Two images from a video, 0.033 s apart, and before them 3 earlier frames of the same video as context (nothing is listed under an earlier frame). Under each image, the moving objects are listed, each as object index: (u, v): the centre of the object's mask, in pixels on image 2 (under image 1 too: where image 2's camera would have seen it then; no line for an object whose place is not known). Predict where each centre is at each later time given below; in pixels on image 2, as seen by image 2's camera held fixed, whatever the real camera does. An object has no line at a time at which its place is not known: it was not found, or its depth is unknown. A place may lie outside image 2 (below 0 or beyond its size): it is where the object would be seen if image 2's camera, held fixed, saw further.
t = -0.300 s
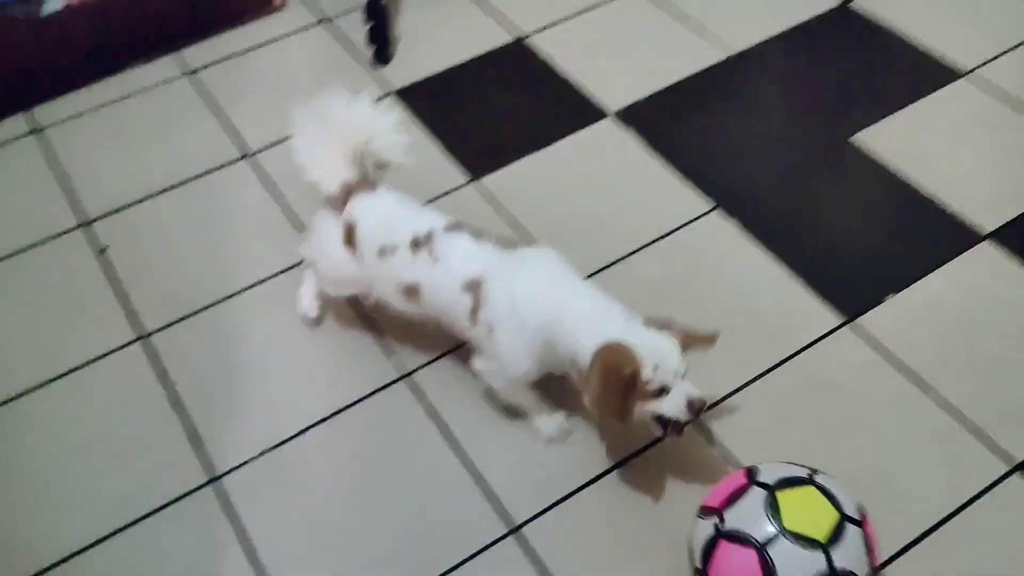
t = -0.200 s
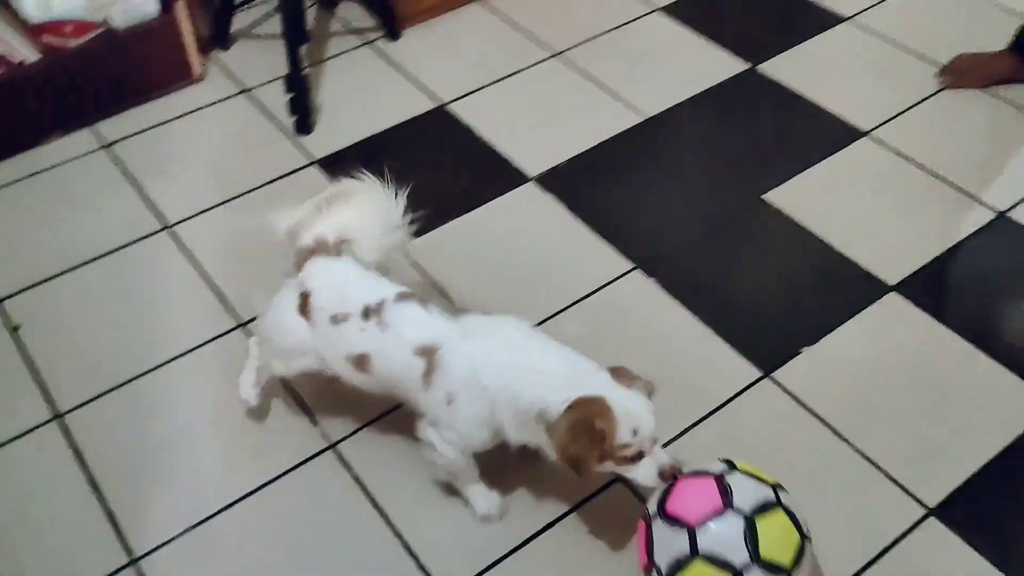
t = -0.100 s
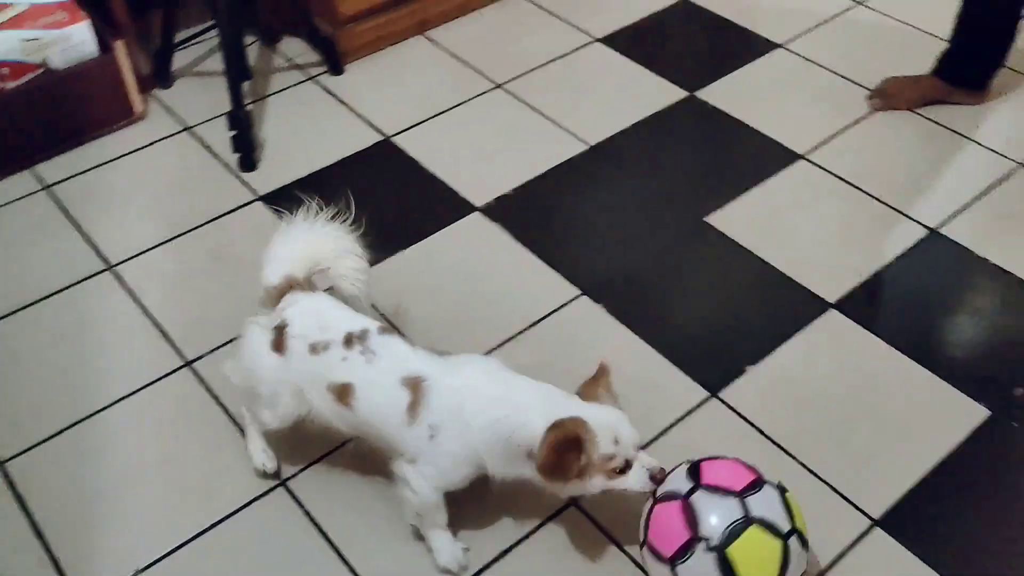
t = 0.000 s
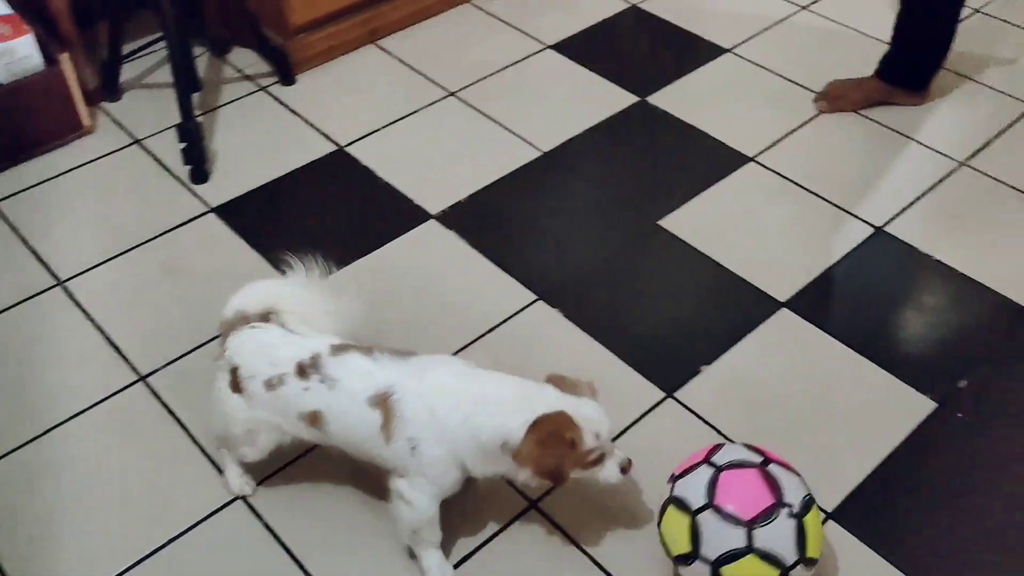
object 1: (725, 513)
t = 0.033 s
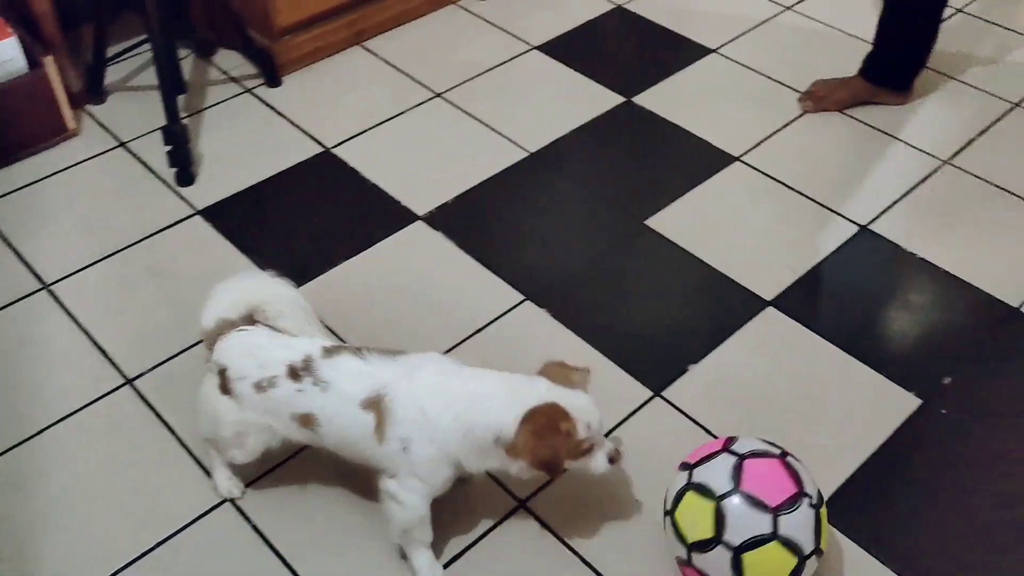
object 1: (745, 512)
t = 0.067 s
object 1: (764, 511)
